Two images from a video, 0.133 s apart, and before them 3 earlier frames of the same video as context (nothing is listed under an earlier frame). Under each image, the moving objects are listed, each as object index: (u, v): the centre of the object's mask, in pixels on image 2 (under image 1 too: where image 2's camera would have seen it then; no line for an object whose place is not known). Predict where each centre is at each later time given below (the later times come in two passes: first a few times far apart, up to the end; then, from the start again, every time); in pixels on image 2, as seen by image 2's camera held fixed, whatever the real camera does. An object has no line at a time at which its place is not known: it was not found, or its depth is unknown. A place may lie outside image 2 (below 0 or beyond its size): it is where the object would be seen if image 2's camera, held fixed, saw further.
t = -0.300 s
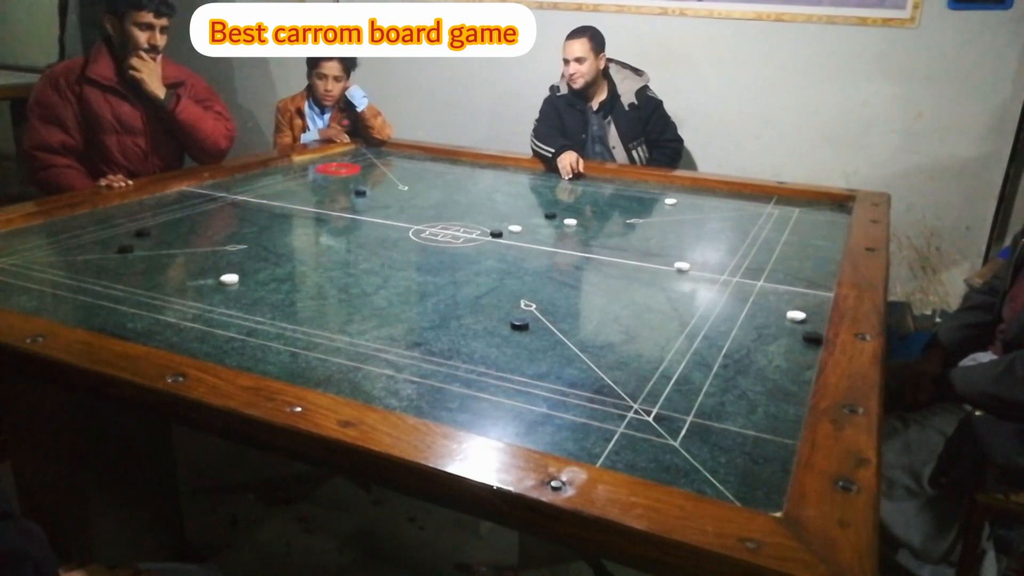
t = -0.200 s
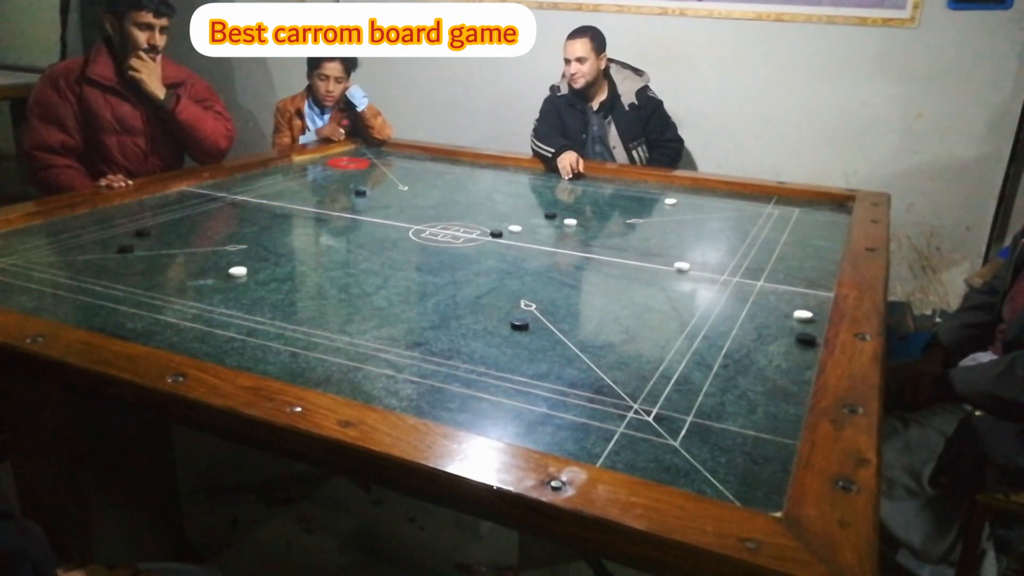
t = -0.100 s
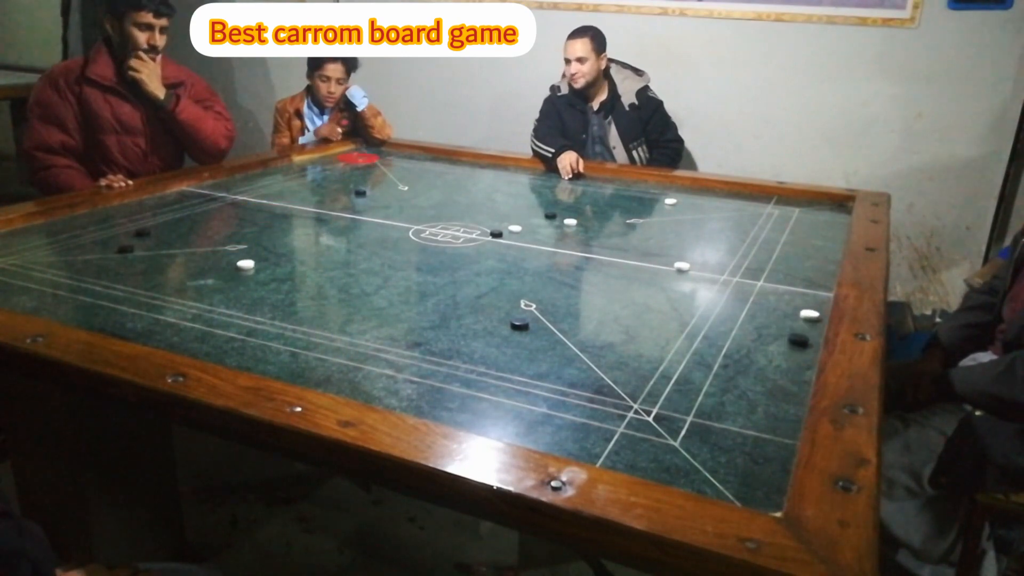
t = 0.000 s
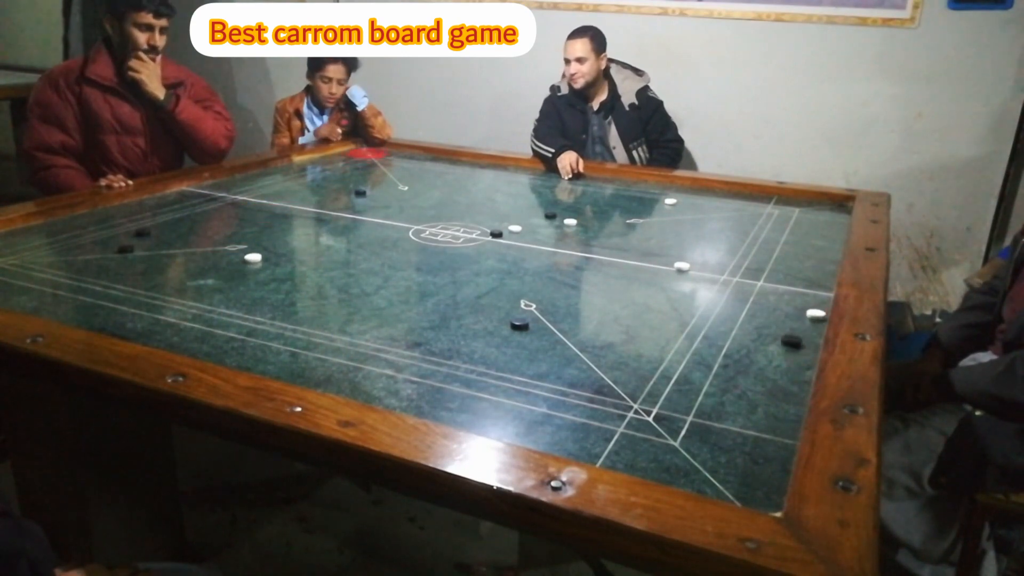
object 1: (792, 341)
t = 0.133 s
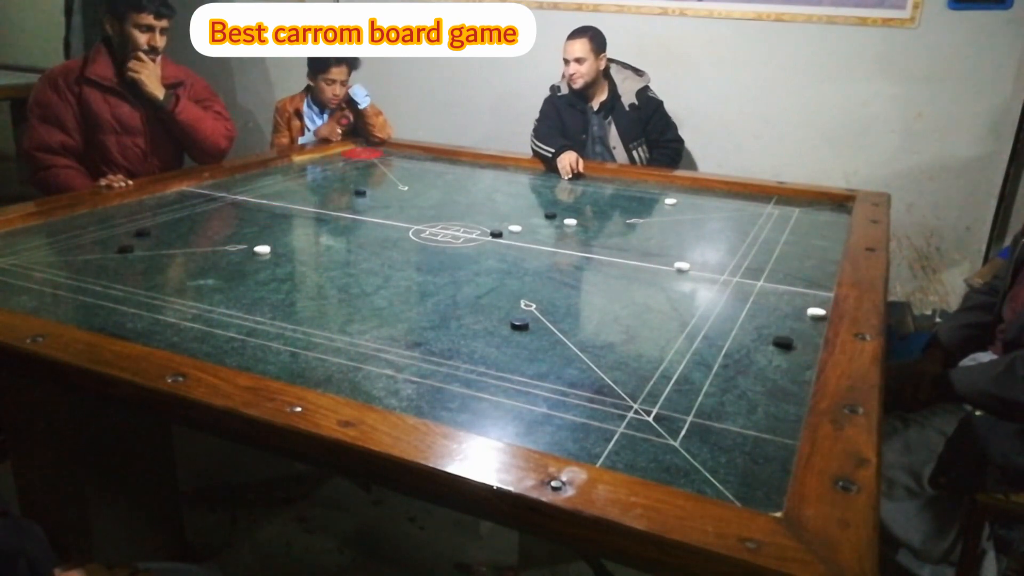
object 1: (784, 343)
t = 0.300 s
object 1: (773, 344)
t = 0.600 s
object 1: (757, 347)
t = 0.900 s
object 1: (742, 350)
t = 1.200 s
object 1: (728, 352)
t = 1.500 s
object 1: (716, 355)
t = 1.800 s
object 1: (706, 357)
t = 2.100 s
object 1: (697, 358)
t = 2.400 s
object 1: (689, 360)
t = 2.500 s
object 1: (688, 361)
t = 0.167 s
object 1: (781, 343)
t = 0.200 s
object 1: (780, 343)
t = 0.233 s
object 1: (777, 343)
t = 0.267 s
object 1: (775, 344)
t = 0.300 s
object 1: (773, 344)
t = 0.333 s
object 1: (771, 344)
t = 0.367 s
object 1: (770, 345)
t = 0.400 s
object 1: (768, 345)
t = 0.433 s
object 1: (766, 346)
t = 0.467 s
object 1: (764, 346)
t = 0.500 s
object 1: (762, 346)
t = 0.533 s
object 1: (760, 346)
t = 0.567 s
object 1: (759, 347)
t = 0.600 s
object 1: (757, 347)
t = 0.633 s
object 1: (755, 347)
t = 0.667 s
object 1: (753, 348)
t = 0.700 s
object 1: (751, 348)
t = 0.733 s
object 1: (750, 348)
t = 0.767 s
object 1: (748, 349)
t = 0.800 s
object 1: (746, 349)
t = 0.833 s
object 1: (745, 349)
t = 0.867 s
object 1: (744, 350)
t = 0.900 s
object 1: (742, 350)
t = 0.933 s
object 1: (740, 350)
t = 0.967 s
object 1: (739, 350)
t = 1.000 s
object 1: (737, 351)
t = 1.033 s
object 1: (735, 351)
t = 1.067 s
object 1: (734, 351)
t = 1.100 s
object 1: (732, 351)
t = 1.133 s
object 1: (731, 352)
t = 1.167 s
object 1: (730, 352)
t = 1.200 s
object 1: (728, 352)
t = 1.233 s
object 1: (726, 353)
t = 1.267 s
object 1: (725, 353)
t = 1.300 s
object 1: (723, 353)
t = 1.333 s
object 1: (723, 353)
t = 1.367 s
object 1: (721, 353)
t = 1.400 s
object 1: (720, 353)
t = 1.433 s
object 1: (719, 354)
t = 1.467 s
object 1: (718, 354)
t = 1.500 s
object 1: (716, 355)
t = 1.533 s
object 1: (715, 355)
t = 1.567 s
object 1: (714, 355)
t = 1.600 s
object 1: (713, 355)
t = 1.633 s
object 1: (711, 356)
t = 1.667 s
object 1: (710, 356)
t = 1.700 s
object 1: (709, 356)
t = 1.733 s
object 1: (708, 356)
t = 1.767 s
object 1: (707, 356)
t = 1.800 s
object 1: (706, 357)
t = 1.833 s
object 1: (705, 357)
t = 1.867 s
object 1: (704, 357)
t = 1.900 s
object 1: (703, 358)
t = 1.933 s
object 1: (702, 358)
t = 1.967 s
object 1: (702, 358)
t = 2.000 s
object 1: (700, 358)
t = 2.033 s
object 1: (699, 358)
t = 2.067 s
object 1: (698, 359)
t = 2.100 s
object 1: (697, 358)
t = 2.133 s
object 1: (696, 359)
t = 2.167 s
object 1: (695, 359)
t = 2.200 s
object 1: (694, 359)
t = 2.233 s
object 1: (694, 359)
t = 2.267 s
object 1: (693, 359)
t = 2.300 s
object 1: (692, 360)
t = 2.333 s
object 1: (691, 360)
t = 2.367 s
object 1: (690, 360)
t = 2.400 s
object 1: (689, 360)
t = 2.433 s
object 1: (689, 361)
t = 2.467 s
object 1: (688, 361)
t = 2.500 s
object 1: (688, 361)
